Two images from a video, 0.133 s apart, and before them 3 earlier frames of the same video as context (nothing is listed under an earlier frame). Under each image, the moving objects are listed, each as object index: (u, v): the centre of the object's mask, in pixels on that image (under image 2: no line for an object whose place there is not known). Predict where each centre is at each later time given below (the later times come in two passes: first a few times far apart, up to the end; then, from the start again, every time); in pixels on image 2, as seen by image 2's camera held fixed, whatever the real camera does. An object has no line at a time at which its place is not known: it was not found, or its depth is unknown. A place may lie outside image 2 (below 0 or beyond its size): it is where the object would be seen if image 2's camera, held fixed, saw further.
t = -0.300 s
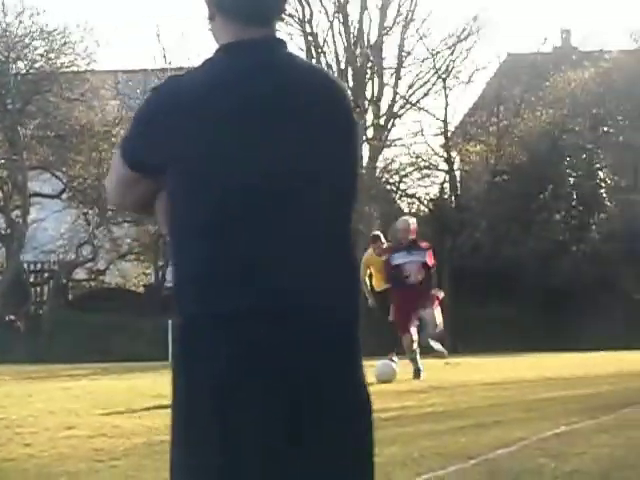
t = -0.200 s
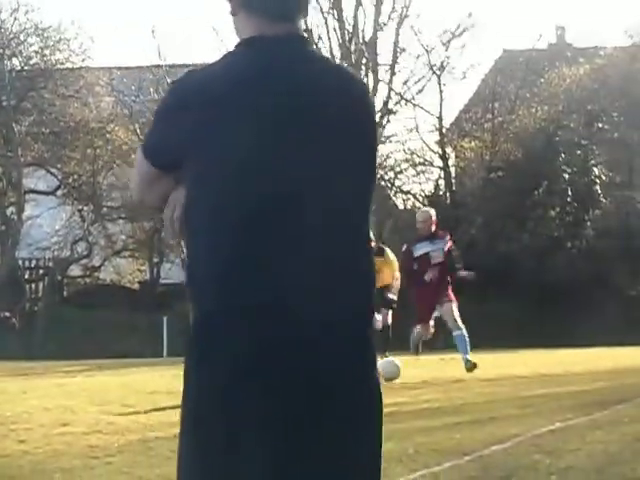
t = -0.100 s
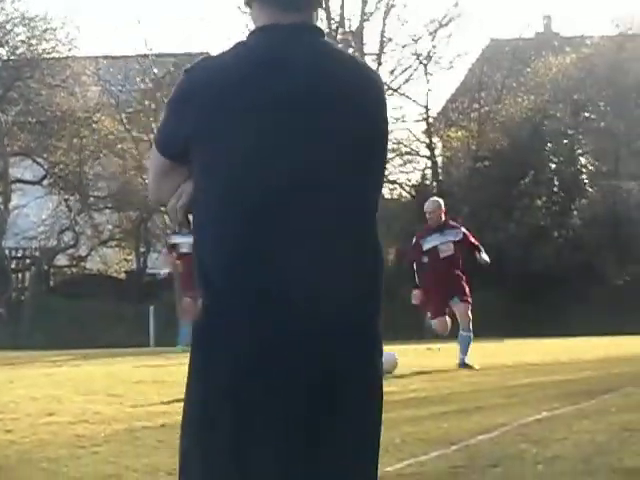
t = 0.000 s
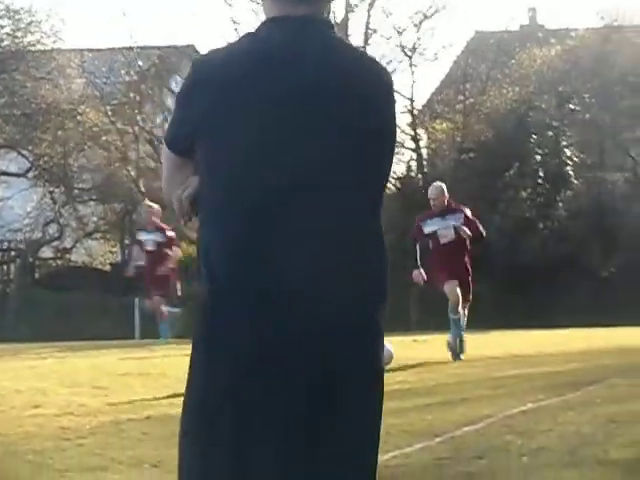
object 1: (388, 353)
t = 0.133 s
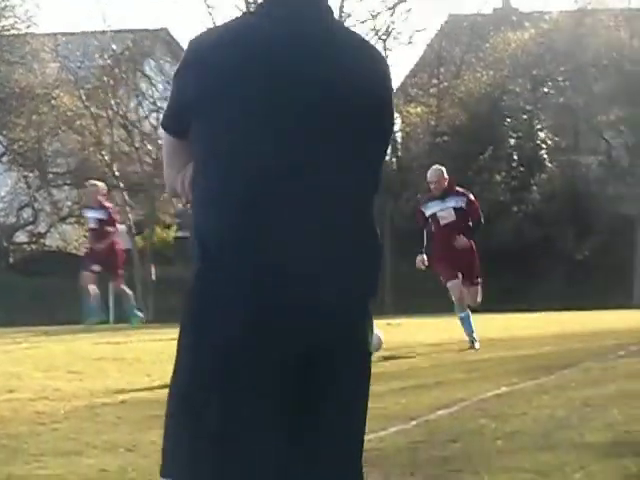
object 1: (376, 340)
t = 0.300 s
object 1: (389, 344)
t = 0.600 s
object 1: (419, 350)
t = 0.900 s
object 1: (454, 356)
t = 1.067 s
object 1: (475, 359)
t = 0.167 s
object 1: (379, 342)
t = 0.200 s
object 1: (382, 343)
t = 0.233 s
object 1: (384, 343)
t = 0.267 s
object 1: (387, 342)
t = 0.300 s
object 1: (389, 344)
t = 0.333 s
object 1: (392, 346)
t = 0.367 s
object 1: (394, 346)
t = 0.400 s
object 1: (398, 346)
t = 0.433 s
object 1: (402, 346)
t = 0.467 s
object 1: (406, 348)
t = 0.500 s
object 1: (409, 348)
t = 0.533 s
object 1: (412, 348)
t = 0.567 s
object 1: (416, 349)
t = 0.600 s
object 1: (419, 350)
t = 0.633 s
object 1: (423, 349)
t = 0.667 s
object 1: (427, 350)
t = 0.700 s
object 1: (431, 351)
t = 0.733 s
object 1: (434, 353)
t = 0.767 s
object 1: (438, 353)
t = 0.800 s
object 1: (443, 353)
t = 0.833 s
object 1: (447, 355)
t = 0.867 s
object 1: (450, 356)
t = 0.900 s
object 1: (454, 356)
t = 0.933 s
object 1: (459, 356)
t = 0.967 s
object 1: (462, 357)
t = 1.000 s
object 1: (466, 357)
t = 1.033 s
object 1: (470, 359)
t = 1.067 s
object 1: (475, 359)
